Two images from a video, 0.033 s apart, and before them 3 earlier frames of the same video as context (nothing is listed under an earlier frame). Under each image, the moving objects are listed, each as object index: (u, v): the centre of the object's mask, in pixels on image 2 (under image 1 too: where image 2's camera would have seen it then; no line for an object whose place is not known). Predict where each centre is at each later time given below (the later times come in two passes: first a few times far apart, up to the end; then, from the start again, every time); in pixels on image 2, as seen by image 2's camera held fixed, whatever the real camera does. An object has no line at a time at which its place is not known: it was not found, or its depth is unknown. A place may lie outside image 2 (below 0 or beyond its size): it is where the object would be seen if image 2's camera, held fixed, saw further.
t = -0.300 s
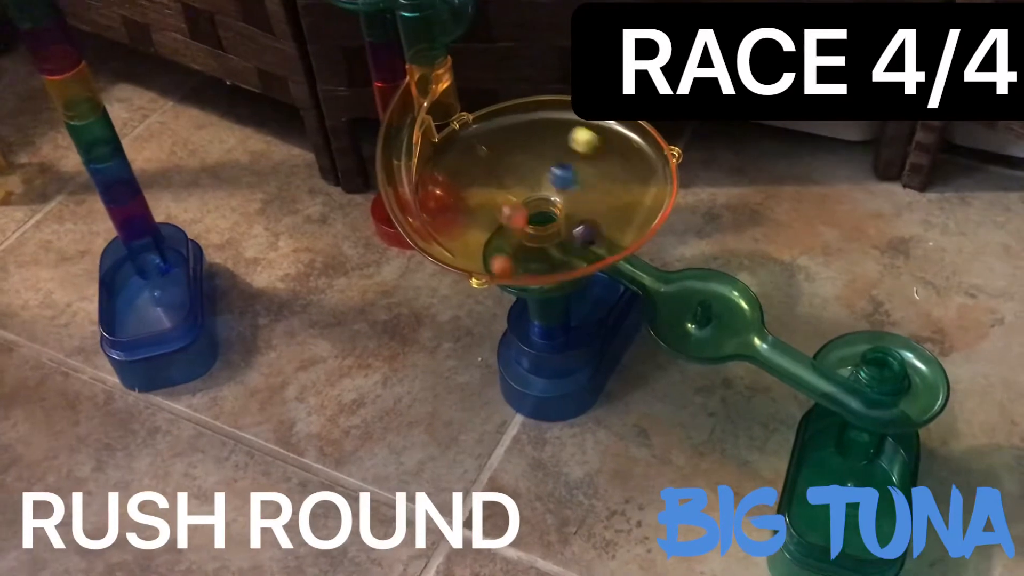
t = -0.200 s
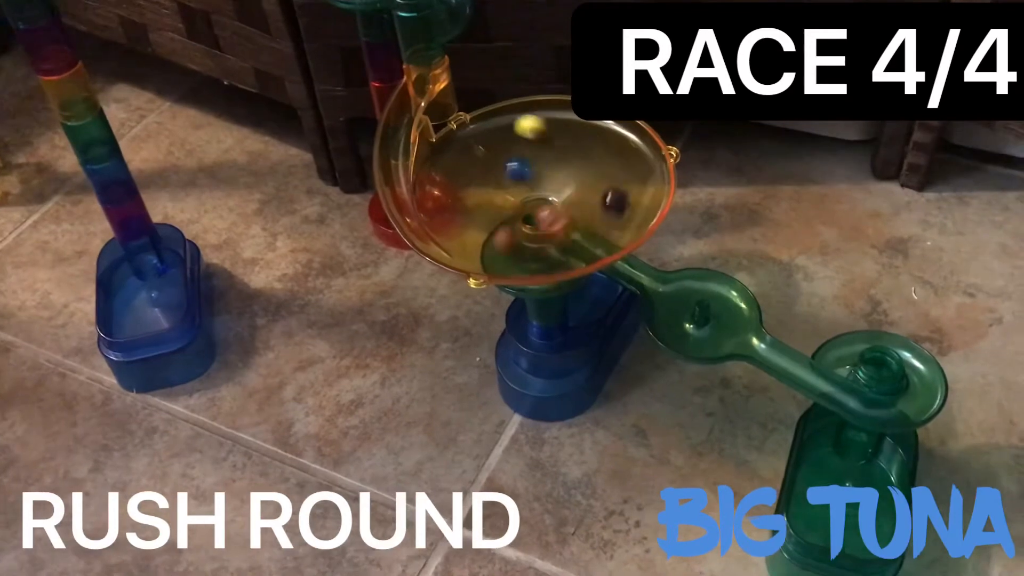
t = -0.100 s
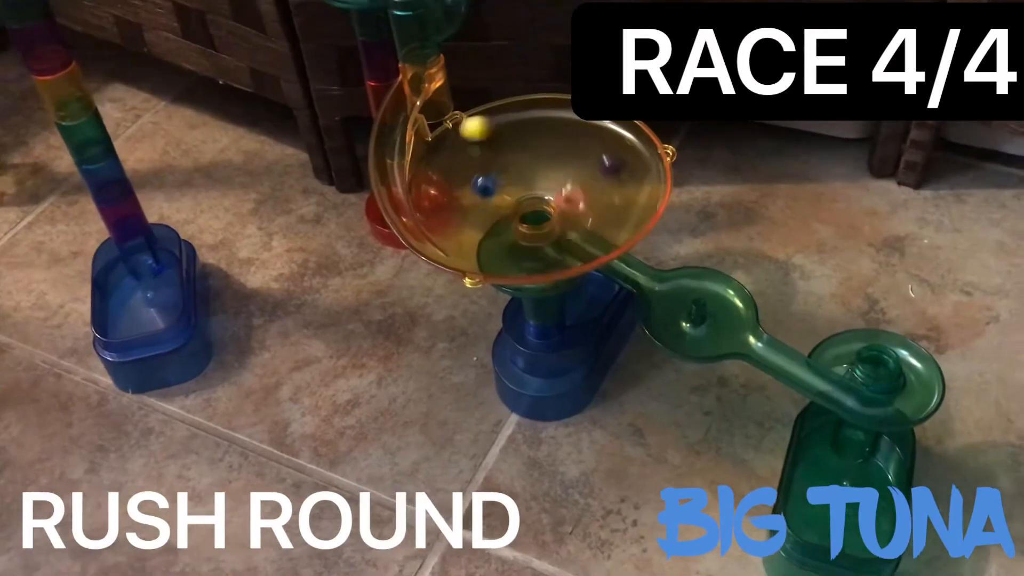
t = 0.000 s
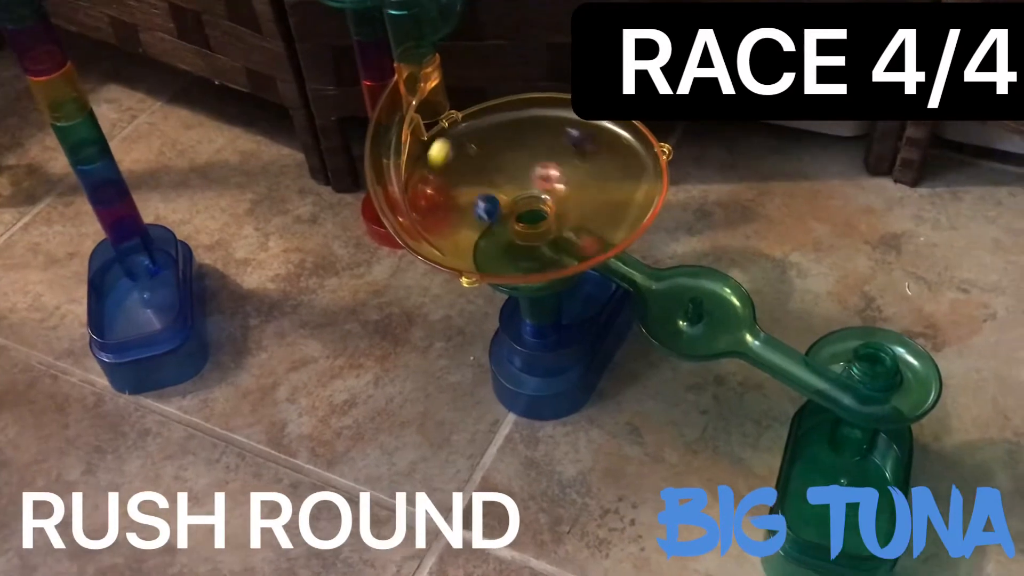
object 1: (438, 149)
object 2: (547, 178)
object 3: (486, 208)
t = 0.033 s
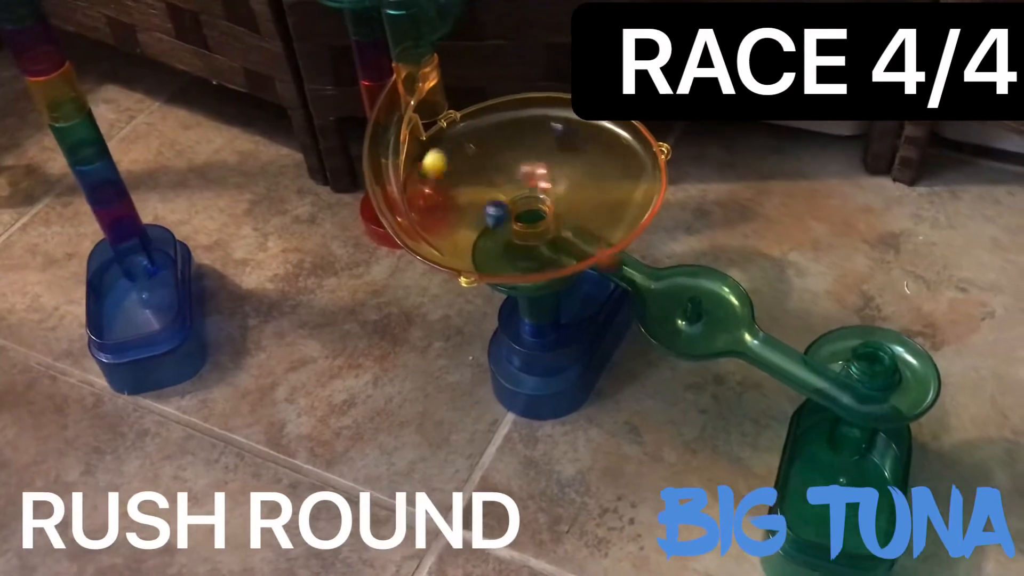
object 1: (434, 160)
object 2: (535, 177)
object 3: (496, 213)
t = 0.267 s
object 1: (483, 235)
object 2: (500, 213)
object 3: (564, 178)
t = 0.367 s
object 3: (536, 167)
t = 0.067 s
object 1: (431, 173)
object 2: (520, 176)
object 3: (510, 217)
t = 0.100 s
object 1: (432, 185)
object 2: (507, 178)
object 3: (529, 219)
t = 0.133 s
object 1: (436, 199)
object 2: (498, 186)
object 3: (543, 216)
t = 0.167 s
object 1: (443, 208)
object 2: (492, 192)
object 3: (555, 206)
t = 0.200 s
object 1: (454, 219)
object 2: (491, 199)
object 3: (562, 197)
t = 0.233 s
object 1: (467, 227)
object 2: (494, 206)
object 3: (566, 187)
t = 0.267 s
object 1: (483, 235)
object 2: (500, 213)
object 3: (564, 178)
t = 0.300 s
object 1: (499, 237)
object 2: (510, 215)
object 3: (558, 171)
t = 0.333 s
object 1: (520, 239)
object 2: (523, 217)
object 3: (547, 166)
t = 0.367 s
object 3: (536, 167)
